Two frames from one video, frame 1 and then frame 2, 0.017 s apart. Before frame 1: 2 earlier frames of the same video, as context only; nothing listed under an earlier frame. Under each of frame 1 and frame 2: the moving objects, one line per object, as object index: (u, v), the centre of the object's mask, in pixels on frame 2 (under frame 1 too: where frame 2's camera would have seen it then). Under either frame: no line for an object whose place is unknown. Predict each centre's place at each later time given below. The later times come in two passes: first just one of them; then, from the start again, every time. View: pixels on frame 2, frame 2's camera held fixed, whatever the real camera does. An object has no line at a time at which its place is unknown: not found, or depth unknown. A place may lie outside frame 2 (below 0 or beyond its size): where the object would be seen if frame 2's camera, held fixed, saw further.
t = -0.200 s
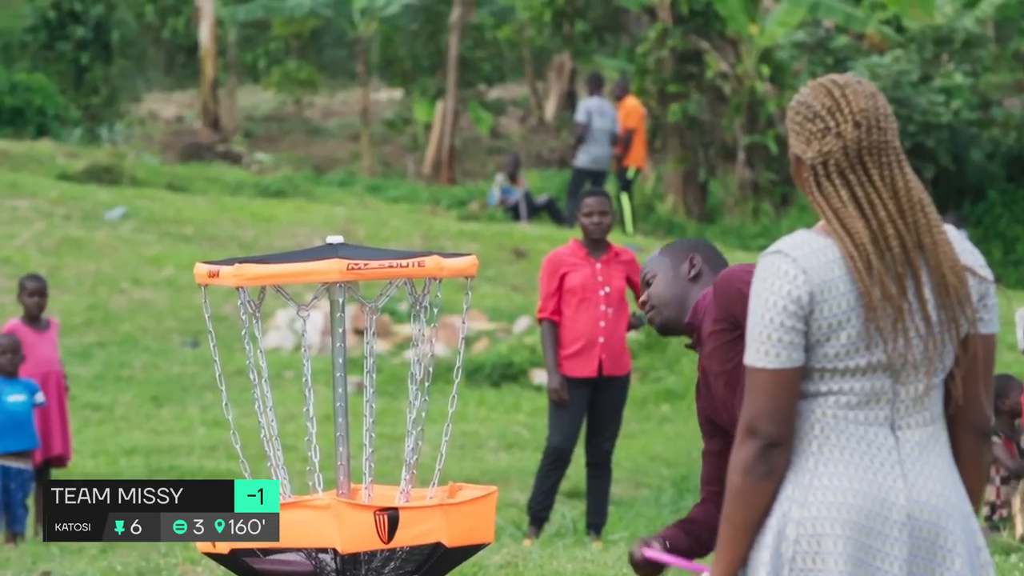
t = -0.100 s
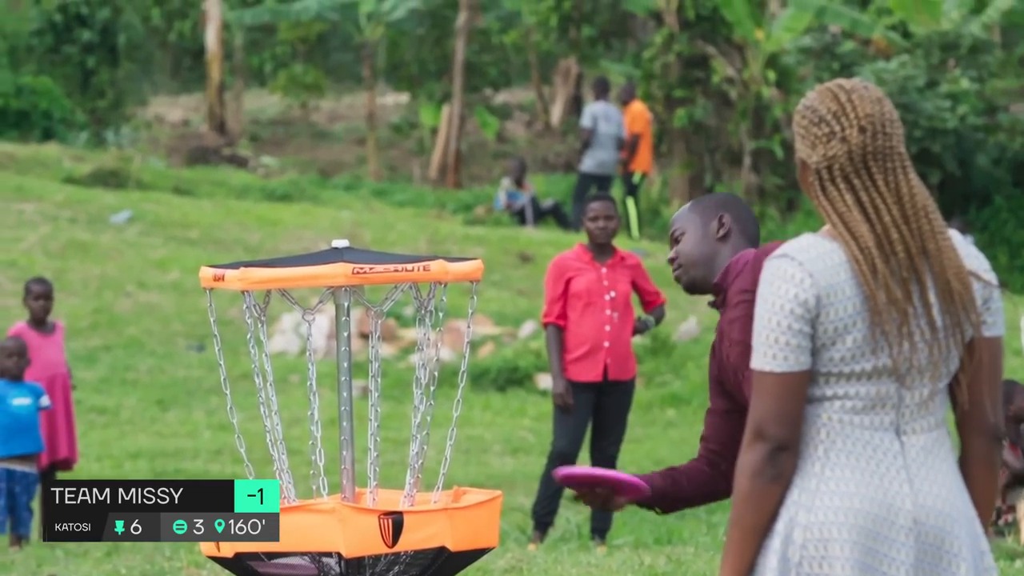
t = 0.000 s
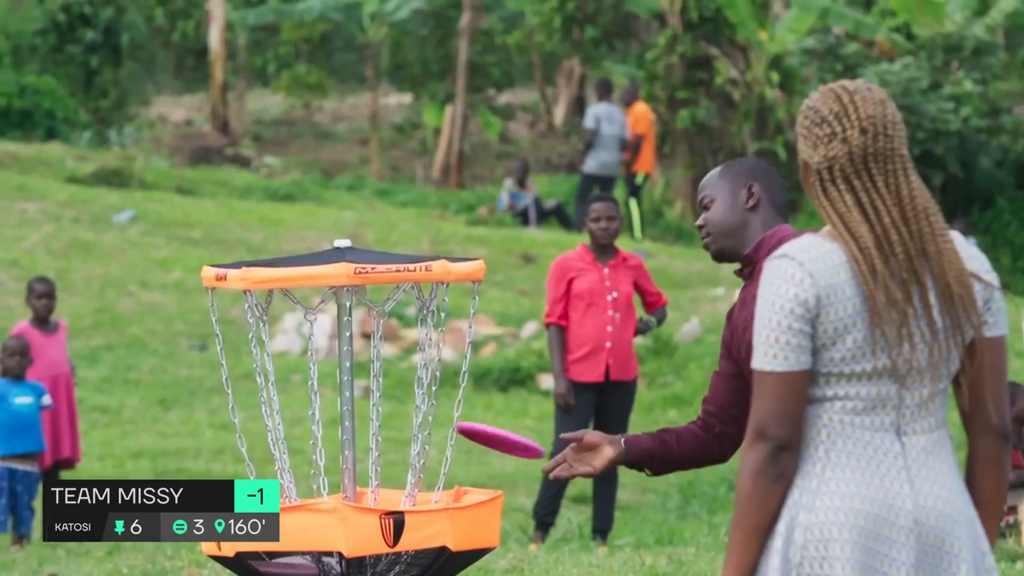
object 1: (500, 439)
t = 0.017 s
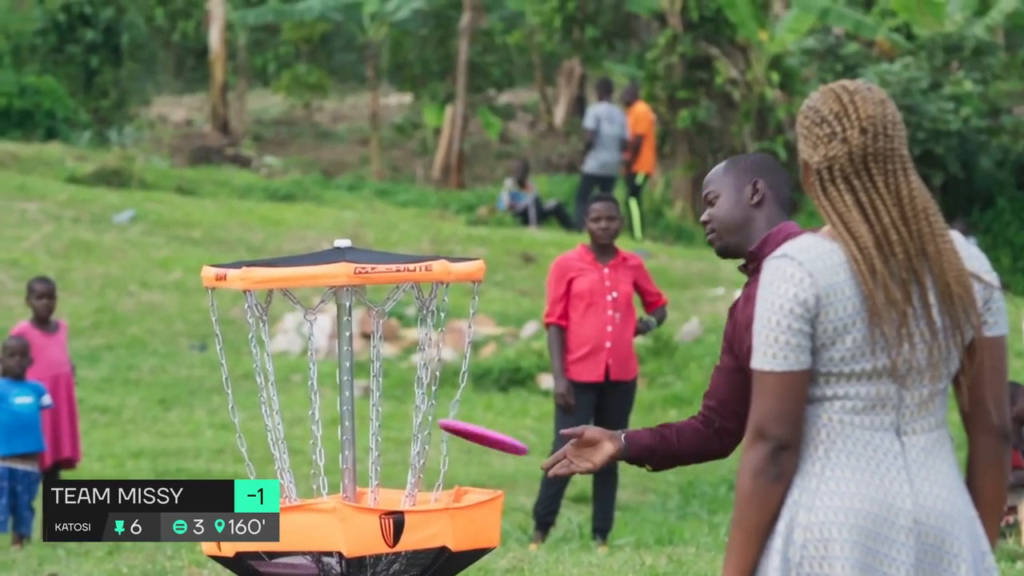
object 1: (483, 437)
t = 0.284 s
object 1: (344, 491)
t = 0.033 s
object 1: (468, 435)
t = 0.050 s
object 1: (454, 434)
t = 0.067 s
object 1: (441, 433)
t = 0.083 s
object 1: (431, 434)
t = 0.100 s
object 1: (422, 437)
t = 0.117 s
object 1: (412, 440)
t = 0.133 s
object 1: (403, 444)
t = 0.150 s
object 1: (395, 449)
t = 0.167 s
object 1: (387, 454)
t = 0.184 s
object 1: (379, 459)
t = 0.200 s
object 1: (372, 465)
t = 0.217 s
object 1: (367, 473)
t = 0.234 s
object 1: (361, 478)
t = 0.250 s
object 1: (354, 483)
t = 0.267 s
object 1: (350, 487)
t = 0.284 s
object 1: (344, 491)
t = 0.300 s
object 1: (339, 494)
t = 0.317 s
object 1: (333, 496)
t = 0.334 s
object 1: (330, 496)
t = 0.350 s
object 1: (327, 496)
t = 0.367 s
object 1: (325, 496)
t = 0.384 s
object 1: (324, 495)
